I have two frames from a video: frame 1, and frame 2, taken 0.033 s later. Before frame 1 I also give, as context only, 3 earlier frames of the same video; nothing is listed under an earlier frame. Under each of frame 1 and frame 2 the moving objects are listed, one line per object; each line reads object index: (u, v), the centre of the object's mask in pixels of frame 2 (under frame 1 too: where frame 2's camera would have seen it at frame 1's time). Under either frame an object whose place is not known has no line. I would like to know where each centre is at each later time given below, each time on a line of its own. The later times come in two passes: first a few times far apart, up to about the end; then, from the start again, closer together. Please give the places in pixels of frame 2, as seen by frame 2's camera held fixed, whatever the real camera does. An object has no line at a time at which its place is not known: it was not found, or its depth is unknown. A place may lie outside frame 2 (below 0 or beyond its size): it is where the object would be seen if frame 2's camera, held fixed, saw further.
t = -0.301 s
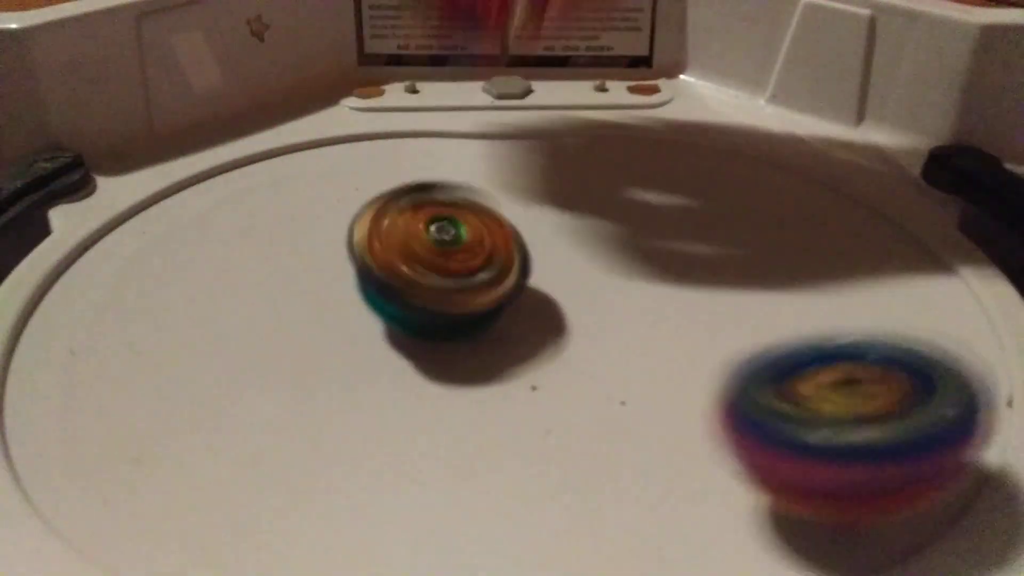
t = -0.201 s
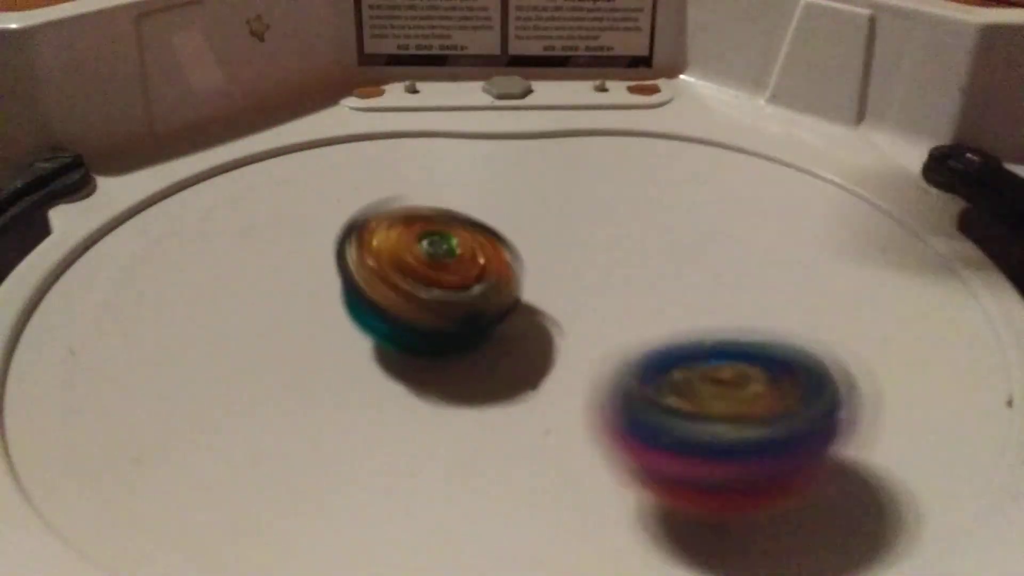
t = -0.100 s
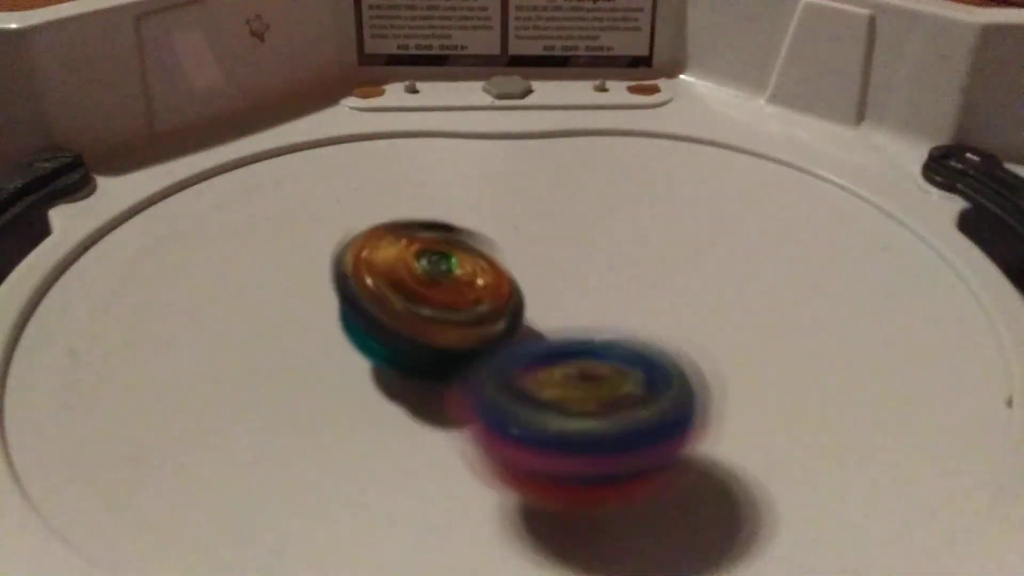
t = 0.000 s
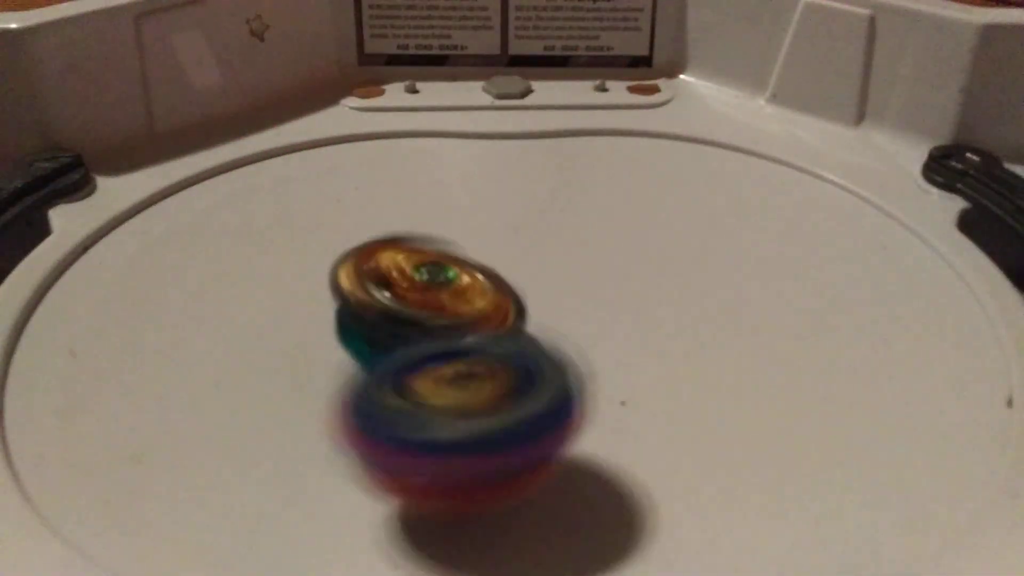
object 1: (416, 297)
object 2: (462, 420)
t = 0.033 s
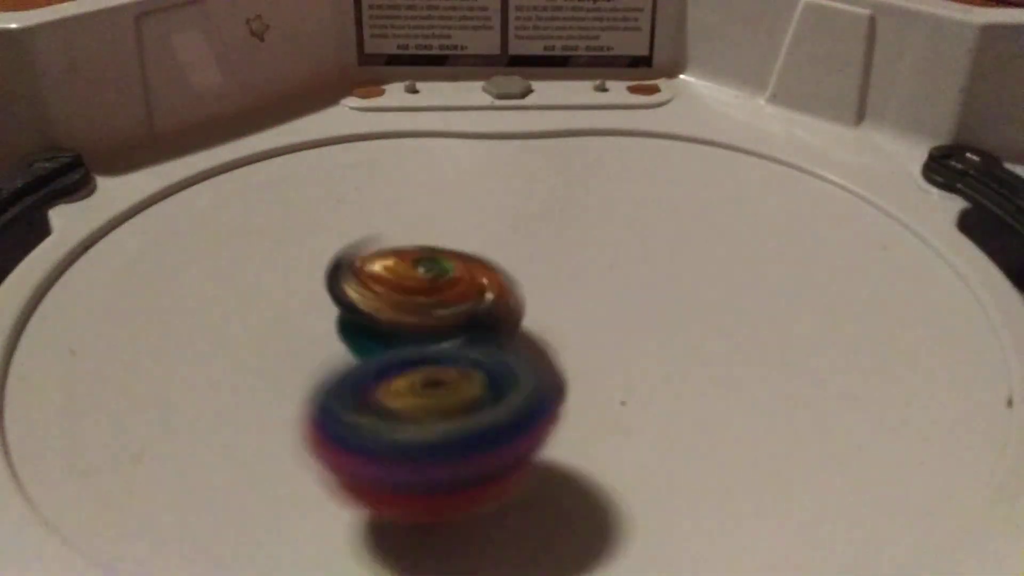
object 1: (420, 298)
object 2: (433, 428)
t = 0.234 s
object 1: (435, 298)
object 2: (304, 402)
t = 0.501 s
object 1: (453, 293)
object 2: (242, 326)
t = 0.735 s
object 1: (444, 288)
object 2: (206, 257)
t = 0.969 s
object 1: (454, 287)
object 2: (256, 254)
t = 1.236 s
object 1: (551, 336)
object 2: (371, 223)
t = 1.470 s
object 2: (460, 198)
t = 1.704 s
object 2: (556, 218)
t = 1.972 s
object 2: (697, 204)
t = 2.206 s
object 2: (692, 230)
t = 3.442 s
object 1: (423, 257)
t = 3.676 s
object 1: (430, 258)
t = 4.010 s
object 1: (453, 257)
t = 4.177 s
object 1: (460, 242)
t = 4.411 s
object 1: (481, 237)
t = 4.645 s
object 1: (480, 223)
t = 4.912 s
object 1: (503, 211)
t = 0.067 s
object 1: (425, 300)
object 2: (405, 430)
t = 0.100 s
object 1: (429, 297)
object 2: (382, 427)
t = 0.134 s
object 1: (431, 299)
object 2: (357, 426)
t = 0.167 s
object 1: (433, 298)
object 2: (340, 420)
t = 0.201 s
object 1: (433, 298)
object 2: (321, 414)
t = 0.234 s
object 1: (435, 298)
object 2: (304, 402)
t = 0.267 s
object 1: (436, 298)
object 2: (288, 395)
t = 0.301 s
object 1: (438, 298)
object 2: (271, 385)
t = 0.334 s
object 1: (441, 297)
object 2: (256, 375)
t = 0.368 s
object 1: (445, 296)
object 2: (248, 365)
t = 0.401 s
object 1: (452, 292)
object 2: (241, 354)
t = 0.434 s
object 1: (457, 292)
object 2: (238, 345)
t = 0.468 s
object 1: (457, 292)
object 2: (239, 335)
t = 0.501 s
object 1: (453, 293)
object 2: (242, 326)
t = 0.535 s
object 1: (450, 293)
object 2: (247, 315)
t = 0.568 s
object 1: (449, 291)
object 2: (255, 305)
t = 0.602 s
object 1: (450, 289)
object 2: (258, 293)
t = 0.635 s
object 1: (453, 287)
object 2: (250, 283)
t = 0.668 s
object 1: (455, 288)
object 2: (235, 273)
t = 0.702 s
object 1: (451, 288)
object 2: (220, 262)
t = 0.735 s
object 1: (444, 288)
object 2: (206, 257)
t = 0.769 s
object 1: (439, 286)
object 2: (198, 253)
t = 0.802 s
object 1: (437, 284)
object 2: (198, 252)
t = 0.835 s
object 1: (436, 284)
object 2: (201, 253)
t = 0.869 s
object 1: (436, 284)
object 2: (211, 255)
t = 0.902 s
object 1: (437, 284)
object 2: (225, 255)
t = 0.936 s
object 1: (441, 285)
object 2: (242, 255)
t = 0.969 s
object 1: (454, 287)
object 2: (256, 254)
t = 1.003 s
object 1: (464, 288)
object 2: (273, 251)
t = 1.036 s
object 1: (473, 291)
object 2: (292, 251)
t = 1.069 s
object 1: (486, 293)
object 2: (307, 248)
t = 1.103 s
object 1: (498, 298)
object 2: (321, 245)
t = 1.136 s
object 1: (512, 305)
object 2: (335, 241)
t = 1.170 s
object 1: (526, 315)
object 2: (346, 234)
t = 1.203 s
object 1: (540, 328)
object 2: (358, 229)
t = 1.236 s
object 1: (551, 336)
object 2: (371, 223)
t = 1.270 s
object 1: (556, 343)
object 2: (384, 217)
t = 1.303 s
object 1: (556, 350)
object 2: (399, 213)
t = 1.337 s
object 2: (413, 209)
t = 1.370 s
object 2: (426, 204)
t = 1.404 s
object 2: (439, 203)
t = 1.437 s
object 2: (449, 201)
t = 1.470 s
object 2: (460, 198)
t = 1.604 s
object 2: (501, 204)
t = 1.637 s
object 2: (513, 206)
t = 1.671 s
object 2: (531, 212)
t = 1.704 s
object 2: (556, 218)
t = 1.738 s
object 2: (580, 217)
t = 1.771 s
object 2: (602, 217)
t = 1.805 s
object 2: (627, 215)
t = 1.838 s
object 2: (648, 211)
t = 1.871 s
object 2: (666, 209)
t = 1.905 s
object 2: (679, 206)
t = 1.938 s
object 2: (690, 205)
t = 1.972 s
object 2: (697, 204)
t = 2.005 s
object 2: (702, 204)
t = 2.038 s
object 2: (703, 204)
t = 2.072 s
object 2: (704, 207)
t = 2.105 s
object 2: (702, 213)
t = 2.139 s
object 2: (700, 218)
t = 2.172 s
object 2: (697, 224)
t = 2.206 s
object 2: (692, 230)
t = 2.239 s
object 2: (685, 243)
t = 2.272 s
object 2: (682, 249)
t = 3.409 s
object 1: (426, 263)
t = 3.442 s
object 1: (423, 257)
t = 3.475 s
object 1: (425, 253)
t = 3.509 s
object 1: (428, 253)
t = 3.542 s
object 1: (431, 253)
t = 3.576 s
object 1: (431, 254)
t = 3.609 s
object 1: (432, 255)
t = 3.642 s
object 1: (431, 256)
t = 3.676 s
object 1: (430, 258)
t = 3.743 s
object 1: (430, 263)
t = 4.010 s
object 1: (453, 257)
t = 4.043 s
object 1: (455, 253)
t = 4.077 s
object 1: (457, 250)
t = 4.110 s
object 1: (457, 246)
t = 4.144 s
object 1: (458, 244)
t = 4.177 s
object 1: (460, 242)
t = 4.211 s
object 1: (462, 242)
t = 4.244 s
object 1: (464, 243)
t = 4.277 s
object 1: (466, 243)
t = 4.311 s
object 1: (467, 243)
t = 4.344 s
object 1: (469, 242)
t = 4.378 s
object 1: (476, 237)
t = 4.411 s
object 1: (481, 237)
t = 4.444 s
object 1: (483, 238)
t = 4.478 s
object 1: (482, 236)
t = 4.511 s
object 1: (482, 236)
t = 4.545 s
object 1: (481, 235)
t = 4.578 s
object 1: (481, 230)
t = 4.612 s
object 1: (482, 225)
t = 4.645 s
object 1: (480, 223)
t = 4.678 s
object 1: (480, 223)
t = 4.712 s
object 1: (484, 216)
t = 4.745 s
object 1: (488, 214)
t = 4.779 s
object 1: (493, 210)
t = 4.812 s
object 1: (497, 208)
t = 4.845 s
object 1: (502, 208)
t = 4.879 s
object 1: (503, 207)
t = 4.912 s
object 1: (503, 211)
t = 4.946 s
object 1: (499, 213)
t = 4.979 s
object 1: (494, 214)
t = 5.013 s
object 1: (490, 216)
